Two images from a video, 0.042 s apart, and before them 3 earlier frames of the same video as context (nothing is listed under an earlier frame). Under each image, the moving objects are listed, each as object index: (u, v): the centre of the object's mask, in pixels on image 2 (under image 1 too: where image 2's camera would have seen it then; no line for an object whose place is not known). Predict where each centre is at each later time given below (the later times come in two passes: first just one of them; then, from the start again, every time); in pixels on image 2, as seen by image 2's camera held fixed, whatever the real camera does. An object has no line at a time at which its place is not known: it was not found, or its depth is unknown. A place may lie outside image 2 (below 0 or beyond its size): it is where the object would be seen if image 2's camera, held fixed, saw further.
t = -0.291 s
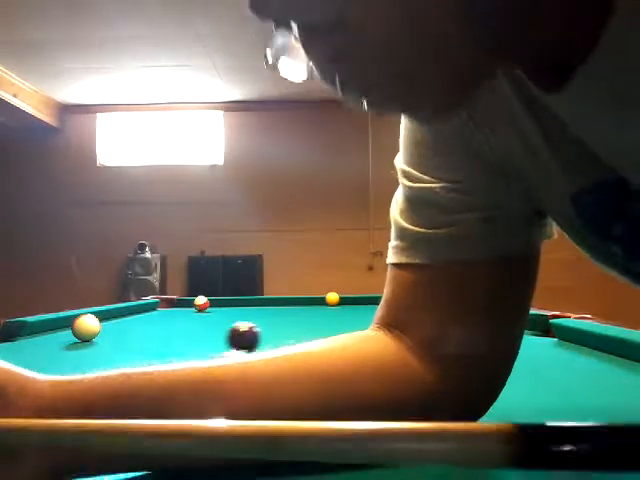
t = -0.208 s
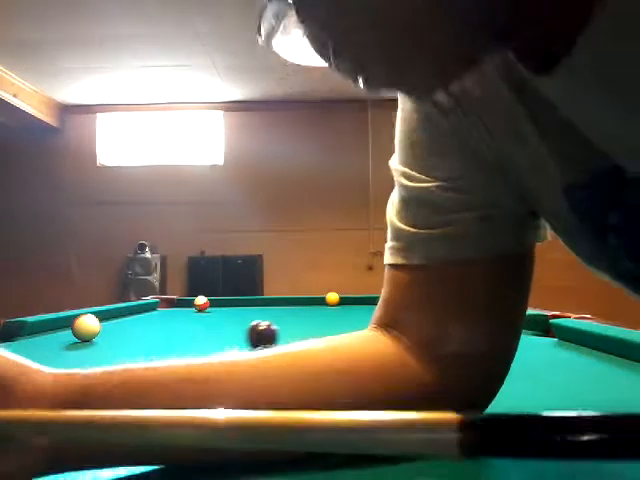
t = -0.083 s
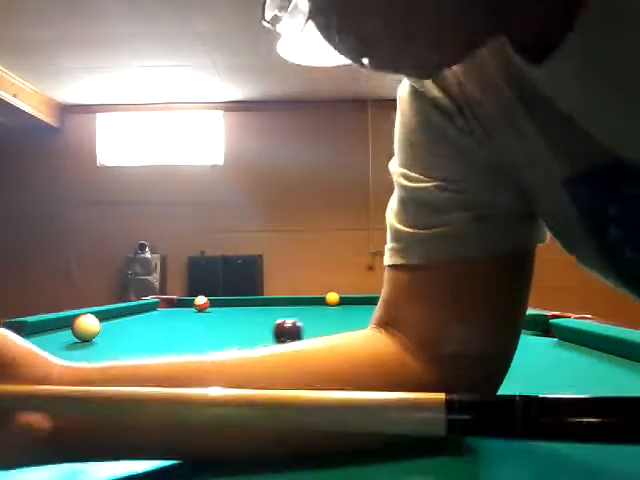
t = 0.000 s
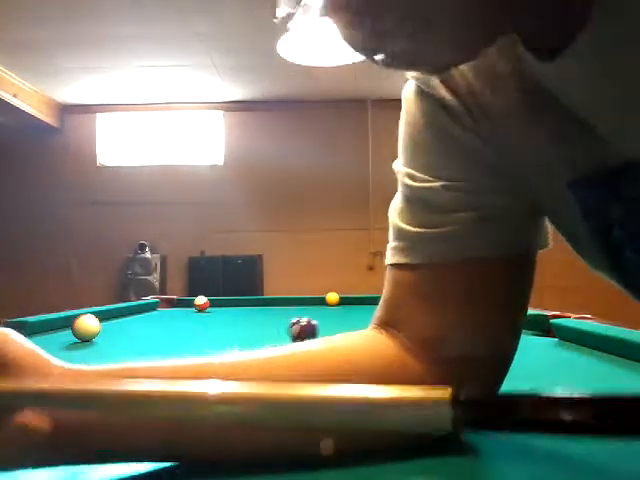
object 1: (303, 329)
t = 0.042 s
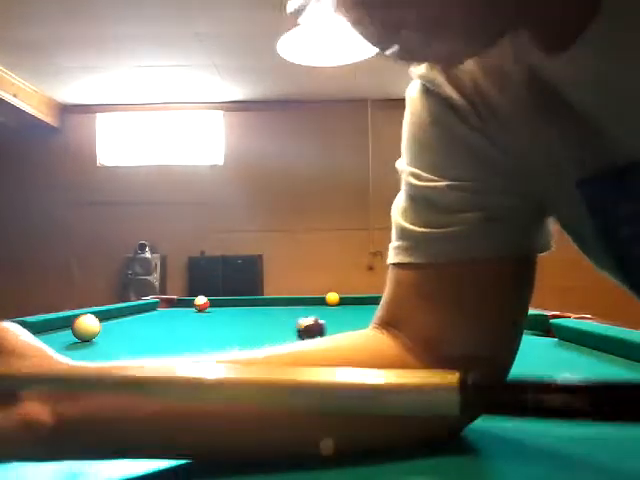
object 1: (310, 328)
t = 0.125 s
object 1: (323, 326)
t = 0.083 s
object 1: (317, 326)
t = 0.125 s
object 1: (323, 326)
